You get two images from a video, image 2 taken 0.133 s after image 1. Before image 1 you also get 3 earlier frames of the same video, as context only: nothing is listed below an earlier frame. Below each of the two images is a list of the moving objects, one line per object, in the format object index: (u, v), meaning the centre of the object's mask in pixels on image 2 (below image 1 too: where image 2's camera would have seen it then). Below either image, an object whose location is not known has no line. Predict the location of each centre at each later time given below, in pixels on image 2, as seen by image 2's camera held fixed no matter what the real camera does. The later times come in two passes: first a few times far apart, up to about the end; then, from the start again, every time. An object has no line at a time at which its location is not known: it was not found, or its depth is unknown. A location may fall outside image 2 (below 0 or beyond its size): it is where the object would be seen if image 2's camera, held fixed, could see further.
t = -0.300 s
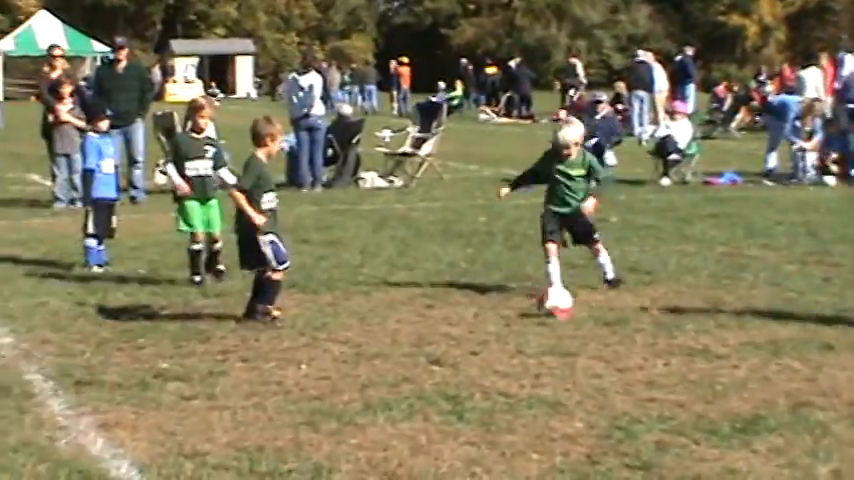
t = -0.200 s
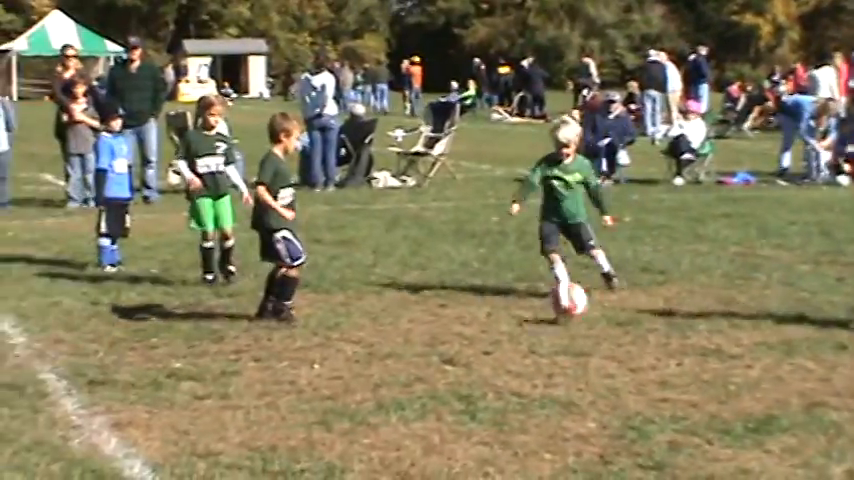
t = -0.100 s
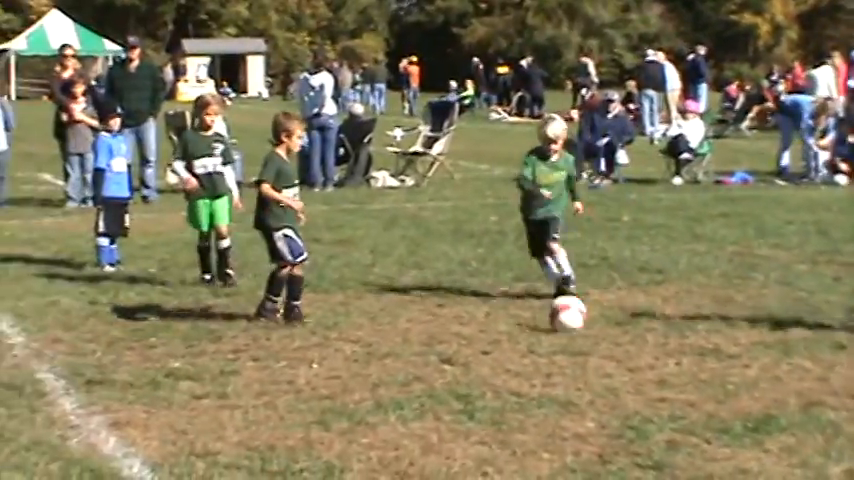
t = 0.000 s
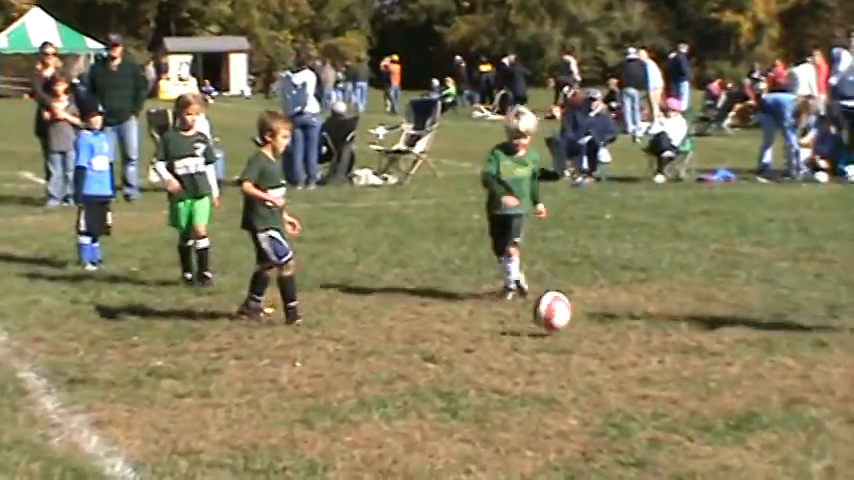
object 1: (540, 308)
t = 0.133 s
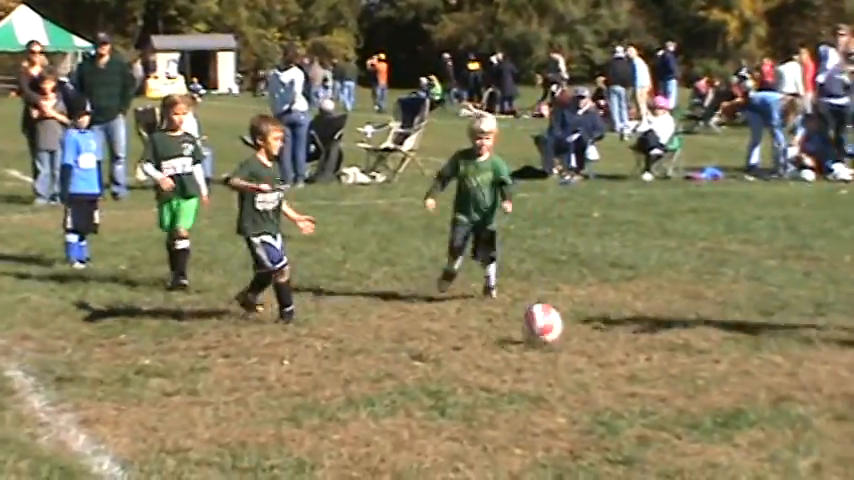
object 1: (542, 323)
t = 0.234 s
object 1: (542, 327)
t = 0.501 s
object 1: (542, 353)
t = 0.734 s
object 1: (542, 361)
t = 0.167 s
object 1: (541, 323)
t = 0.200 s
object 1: (542, 324)
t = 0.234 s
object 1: (542, 327)
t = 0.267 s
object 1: (542, 334)
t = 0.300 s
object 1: (542, 341)
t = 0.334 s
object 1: (544, 342)
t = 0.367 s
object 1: (543, 347)
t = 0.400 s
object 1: (544, 351)
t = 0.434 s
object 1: (542, 352)
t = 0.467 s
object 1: (542, 354)
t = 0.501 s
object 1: (542, 353)
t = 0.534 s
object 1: (543, 356)
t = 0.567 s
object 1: (543, 362)
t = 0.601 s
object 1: (543, 367)
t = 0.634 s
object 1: (541, 365)
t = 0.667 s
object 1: (542, 363)
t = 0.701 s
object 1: (540, 360)
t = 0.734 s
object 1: (542, 361)
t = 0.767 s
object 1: (541, 366)
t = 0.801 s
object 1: (541, 372)
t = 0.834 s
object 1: (541, 382)
